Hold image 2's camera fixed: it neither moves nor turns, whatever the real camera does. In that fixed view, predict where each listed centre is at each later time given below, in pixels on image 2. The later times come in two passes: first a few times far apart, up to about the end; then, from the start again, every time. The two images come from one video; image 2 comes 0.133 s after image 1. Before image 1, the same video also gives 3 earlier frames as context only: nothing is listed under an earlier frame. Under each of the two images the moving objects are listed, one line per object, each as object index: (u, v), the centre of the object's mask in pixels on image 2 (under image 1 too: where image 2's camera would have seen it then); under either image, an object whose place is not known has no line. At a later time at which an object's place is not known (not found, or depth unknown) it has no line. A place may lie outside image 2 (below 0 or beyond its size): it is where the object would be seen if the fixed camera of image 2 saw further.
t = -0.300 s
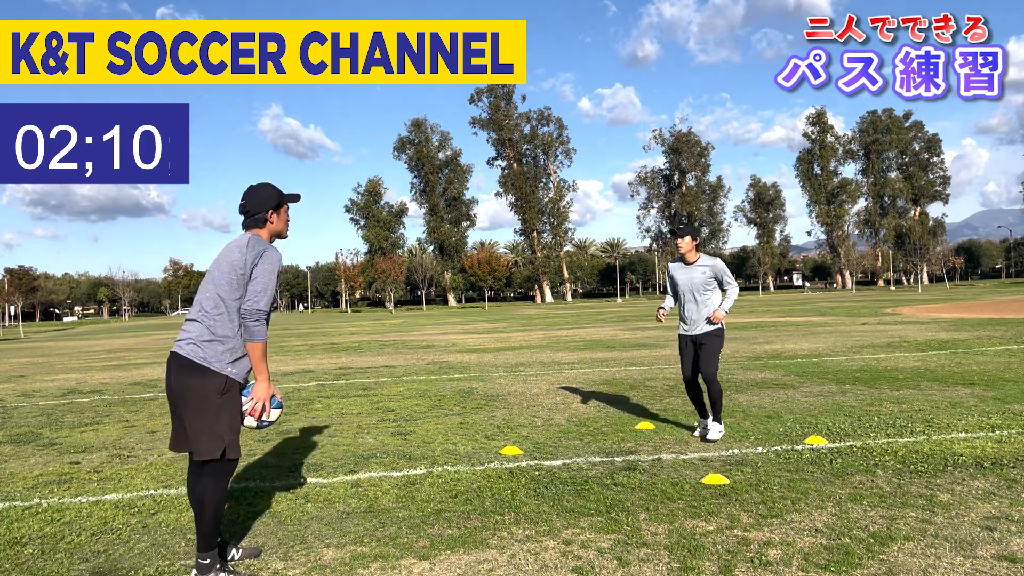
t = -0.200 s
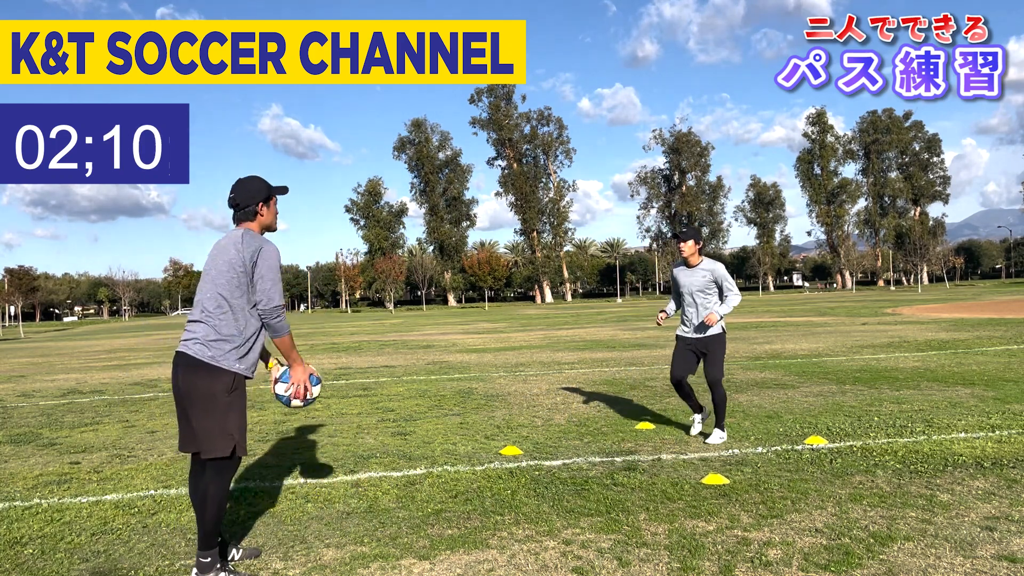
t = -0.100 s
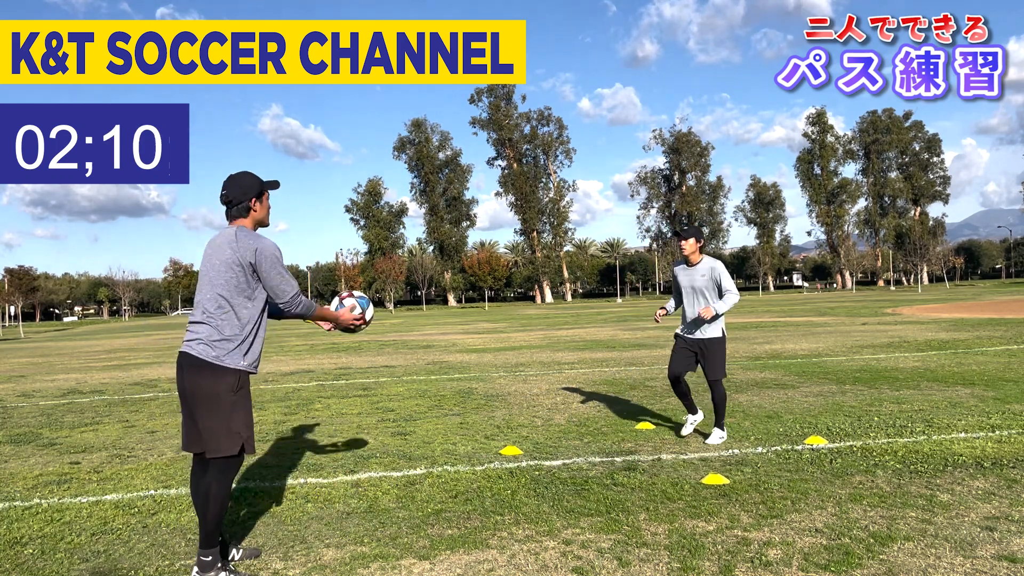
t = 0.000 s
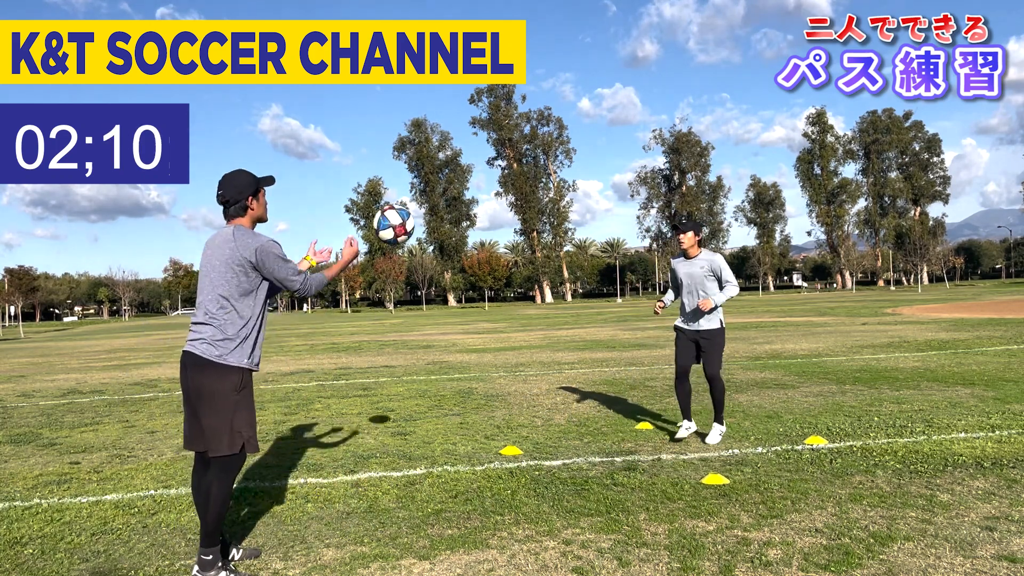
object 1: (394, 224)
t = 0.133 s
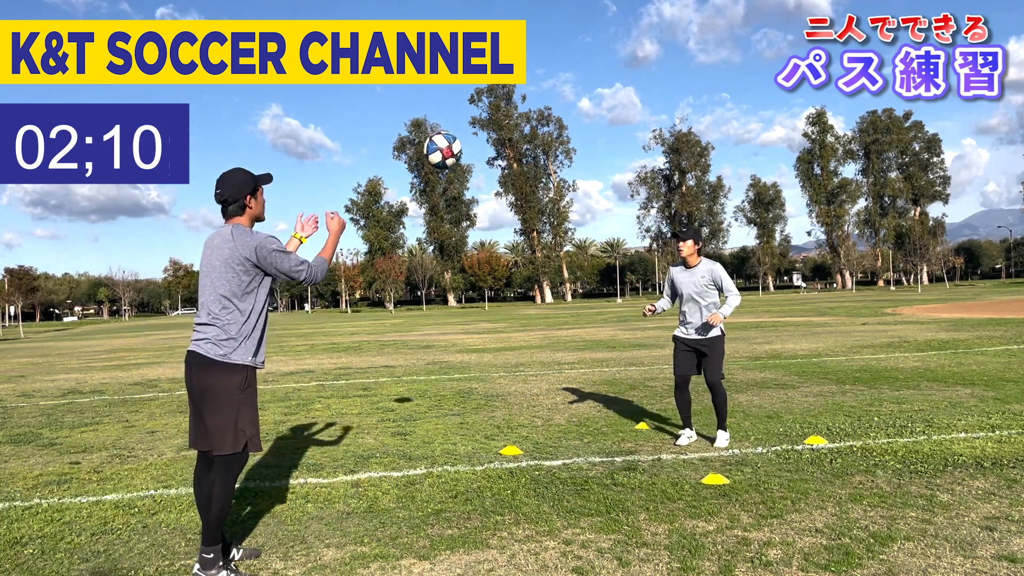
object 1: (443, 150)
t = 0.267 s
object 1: (484, 114)
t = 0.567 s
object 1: (562, 138)
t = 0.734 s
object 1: (600, 200)
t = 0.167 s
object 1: (454, 138)
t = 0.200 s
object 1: (464, 128)
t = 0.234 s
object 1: (474, 120)
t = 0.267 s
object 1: (484, 114)
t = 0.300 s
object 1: (494, 110)
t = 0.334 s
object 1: (504, 108)
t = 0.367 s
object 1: (513, 107)
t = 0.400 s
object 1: (521, 109)
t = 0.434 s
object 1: (530, 112)
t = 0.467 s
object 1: (538, 116)
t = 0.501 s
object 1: (547, 122)
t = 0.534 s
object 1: (555, 129)
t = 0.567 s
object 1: (562, 138)
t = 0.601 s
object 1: (570, 148)
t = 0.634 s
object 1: (578, 159)
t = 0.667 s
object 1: (585, 172)
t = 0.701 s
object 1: (593, 185)
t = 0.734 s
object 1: (600, 200)
